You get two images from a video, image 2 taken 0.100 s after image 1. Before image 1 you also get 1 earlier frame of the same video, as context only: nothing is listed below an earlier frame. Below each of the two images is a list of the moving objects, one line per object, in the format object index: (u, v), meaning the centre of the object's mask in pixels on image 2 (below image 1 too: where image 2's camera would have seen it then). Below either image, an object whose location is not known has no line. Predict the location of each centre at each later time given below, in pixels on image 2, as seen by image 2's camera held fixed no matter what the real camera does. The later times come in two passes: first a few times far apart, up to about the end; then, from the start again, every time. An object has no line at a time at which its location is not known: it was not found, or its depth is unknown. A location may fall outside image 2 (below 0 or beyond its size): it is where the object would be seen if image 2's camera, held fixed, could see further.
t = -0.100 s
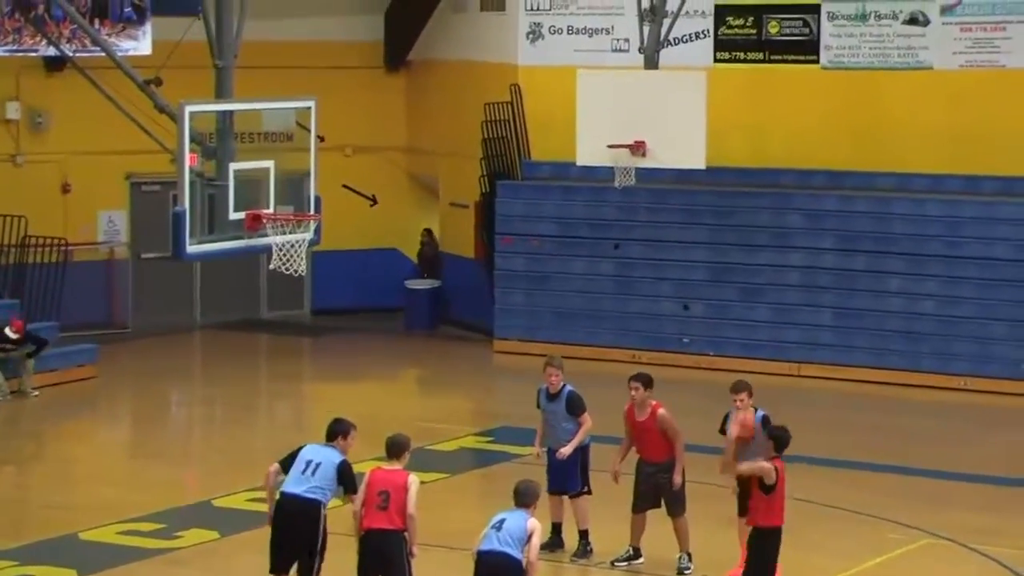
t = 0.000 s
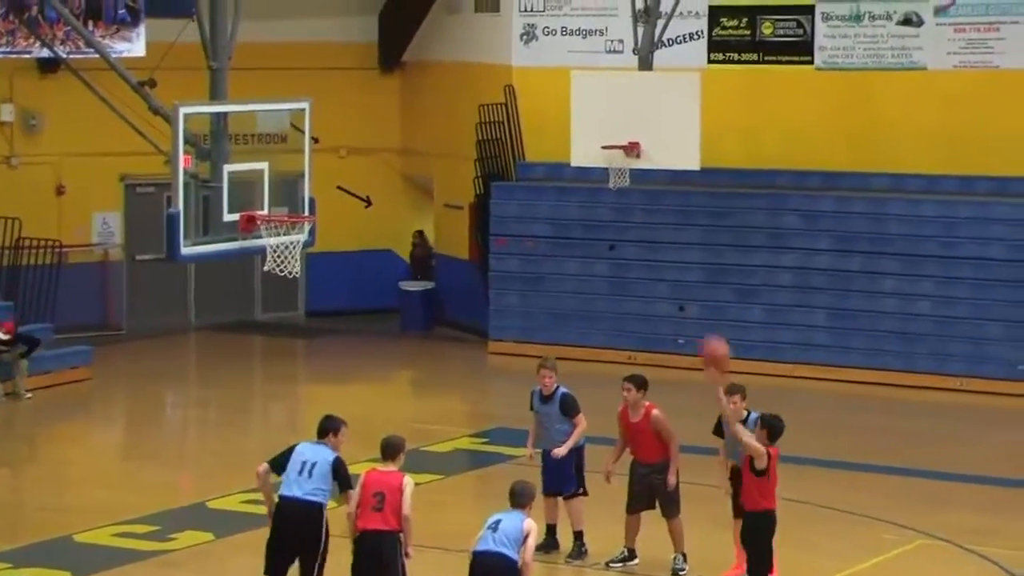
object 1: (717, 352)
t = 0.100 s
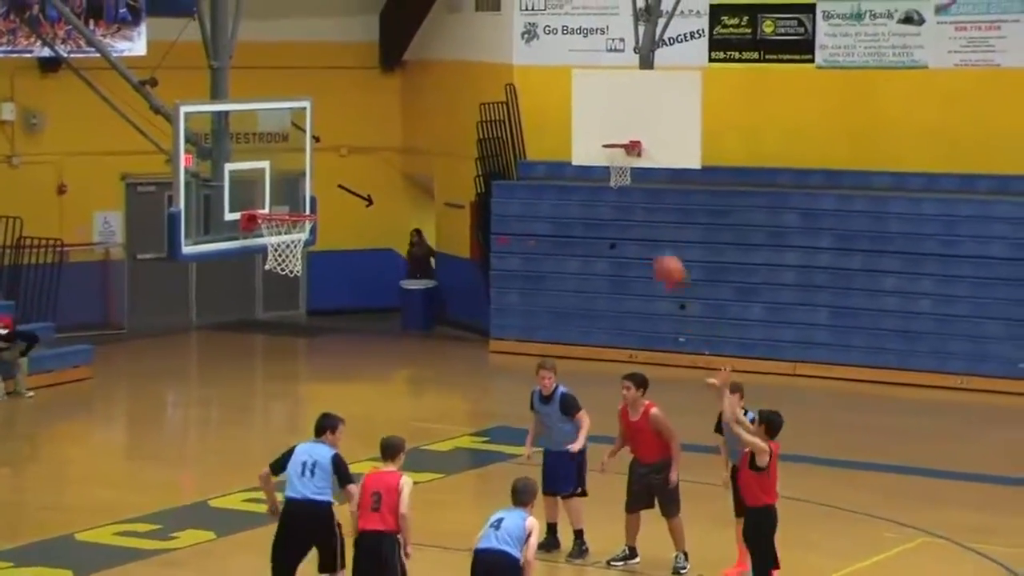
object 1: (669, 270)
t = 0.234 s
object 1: (610, 187)
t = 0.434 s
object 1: (523, 106)
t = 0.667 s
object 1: (427, 78)
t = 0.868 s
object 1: (351, 109)
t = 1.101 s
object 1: (265, 201)
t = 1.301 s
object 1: (268, 122)
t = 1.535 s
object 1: (281, 92)
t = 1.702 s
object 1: (290, 111)
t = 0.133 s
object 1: (654, 246)
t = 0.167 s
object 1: (639, 225)
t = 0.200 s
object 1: (625, 205)
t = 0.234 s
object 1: (610, 187)
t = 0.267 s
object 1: (595, 170)
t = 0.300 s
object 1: (579, 153)
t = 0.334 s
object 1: (564, 140)
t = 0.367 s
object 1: (551, 129)
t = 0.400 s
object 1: (537, 118)
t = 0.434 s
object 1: (523, 106)
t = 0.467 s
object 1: (510, 96)
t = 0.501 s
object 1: (496, 92)
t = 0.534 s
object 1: (482, 86)
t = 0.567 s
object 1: (469, 82)
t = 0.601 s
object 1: (455, 79)
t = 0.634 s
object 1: (441, 77)
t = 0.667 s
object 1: (427, 78)
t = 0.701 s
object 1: (414, 80)
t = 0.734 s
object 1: (400, 82)
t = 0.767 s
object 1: (389, 87)
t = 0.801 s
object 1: (377, 92)
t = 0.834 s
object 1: (364, 101)
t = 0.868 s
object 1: (351, 109)
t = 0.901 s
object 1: (339, 118)
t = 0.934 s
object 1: (325, 130)
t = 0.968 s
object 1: (314, 141)
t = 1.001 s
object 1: (300, 155)
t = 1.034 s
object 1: (290, 169)
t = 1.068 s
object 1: (278, 186)
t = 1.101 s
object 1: (265, 201)
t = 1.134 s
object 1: (262, 185)
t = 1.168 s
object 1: (264, 170)
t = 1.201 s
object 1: (264, 152)
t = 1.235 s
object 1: (264, 140)
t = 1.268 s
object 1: (264, 131)
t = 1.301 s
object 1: (268, 122)
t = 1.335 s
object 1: (269, 113)
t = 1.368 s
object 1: (271, 106)
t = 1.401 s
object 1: (274, 100)
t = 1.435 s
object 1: (276, 96)
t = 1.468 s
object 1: (277, 94)
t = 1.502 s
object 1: (279, 92)
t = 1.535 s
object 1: (281, 92)
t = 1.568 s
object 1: (282, 93)
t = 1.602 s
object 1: (285, 96)
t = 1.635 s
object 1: (286, 100)
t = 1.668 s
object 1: (288, 105)
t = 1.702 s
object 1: (290, 111)
